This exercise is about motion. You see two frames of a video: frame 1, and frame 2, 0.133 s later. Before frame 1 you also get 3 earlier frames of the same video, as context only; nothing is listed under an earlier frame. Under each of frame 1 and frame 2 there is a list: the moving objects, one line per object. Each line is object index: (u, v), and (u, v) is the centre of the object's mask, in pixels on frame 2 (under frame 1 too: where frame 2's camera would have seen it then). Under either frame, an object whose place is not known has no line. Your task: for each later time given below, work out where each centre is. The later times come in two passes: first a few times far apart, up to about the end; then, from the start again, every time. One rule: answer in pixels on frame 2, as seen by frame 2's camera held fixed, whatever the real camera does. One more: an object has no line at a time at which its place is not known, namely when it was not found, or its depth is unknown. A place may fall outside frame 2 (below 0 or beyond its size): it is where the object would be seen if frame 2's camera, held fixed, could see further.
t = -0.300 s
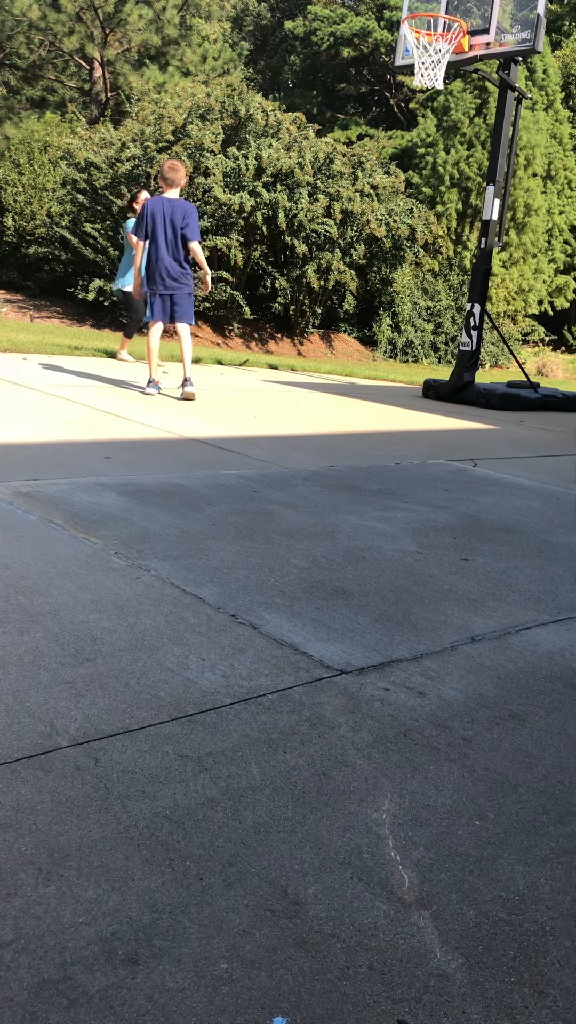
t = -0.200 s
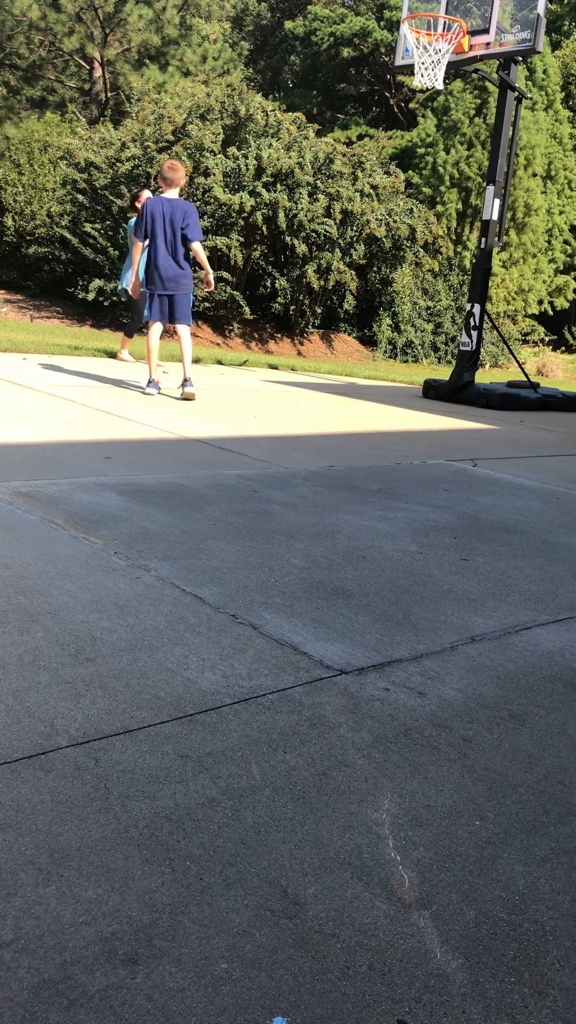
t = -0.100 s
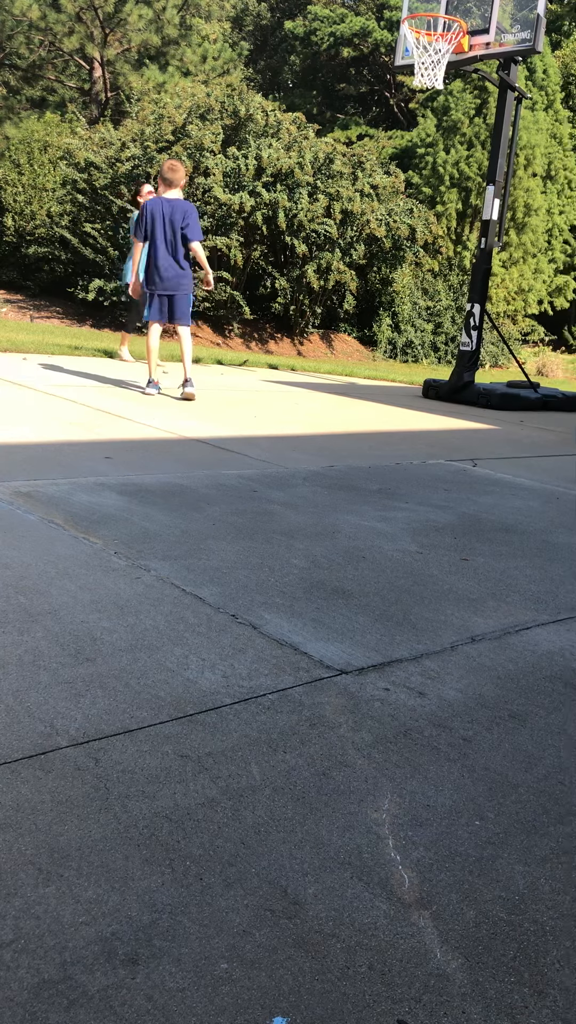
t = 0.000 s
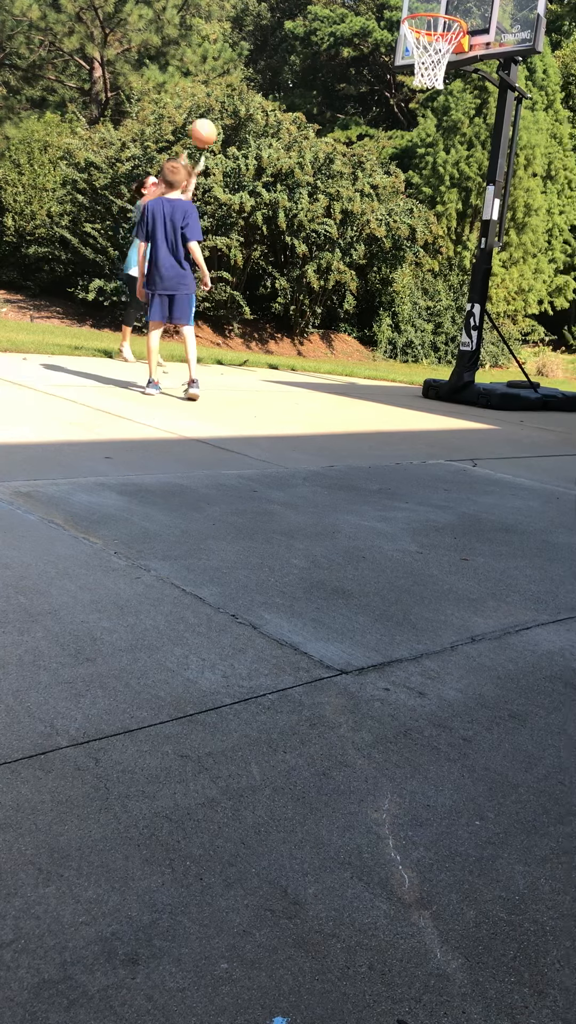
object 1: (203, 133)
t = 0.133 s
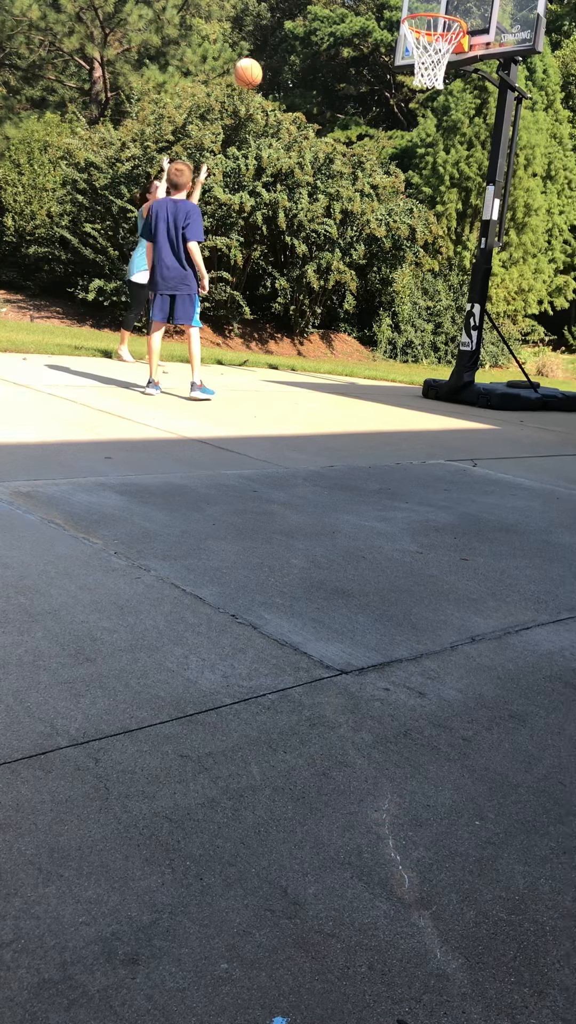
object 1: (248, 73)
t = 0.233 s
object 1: (282, 41)
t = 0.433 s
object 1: (352, 13)
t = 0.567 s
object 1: (383, 18)
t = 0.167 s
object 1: (259, 61)
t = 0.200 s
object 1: (271, 50)
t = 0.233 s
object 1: (282, 41)
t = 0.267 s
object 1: (294, 33)
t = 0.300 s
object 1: (306, 25)
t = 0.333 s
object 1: (317, 20)
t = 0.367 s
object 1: (329, 16)
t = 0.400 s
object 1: (341, 14)
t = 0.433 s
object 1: (352, 13)
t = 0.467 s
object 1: (364, 13)
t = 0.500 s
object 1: (376, 14)
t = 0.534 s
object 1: (387, 17)
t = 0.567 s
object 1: (383, 18)
